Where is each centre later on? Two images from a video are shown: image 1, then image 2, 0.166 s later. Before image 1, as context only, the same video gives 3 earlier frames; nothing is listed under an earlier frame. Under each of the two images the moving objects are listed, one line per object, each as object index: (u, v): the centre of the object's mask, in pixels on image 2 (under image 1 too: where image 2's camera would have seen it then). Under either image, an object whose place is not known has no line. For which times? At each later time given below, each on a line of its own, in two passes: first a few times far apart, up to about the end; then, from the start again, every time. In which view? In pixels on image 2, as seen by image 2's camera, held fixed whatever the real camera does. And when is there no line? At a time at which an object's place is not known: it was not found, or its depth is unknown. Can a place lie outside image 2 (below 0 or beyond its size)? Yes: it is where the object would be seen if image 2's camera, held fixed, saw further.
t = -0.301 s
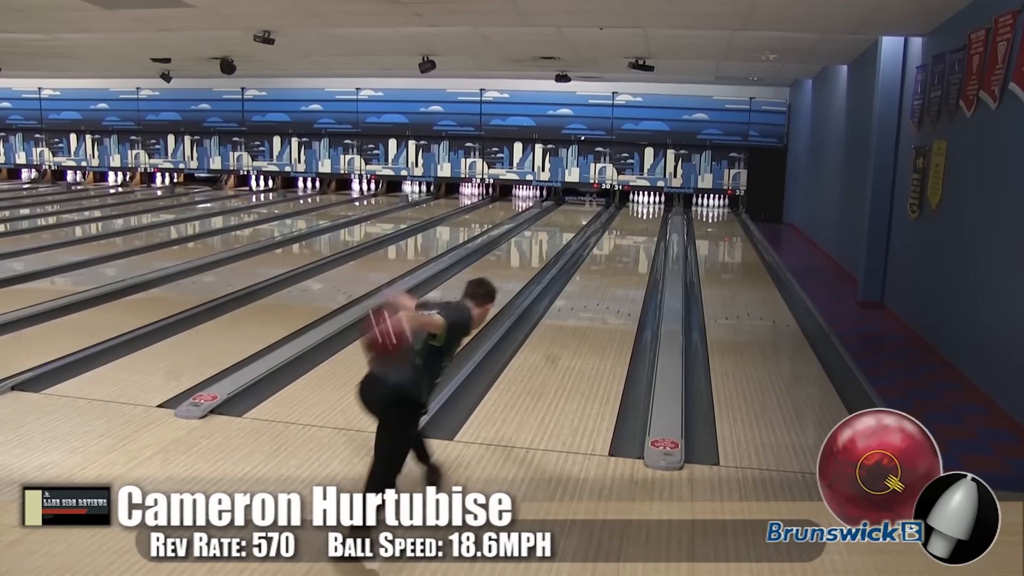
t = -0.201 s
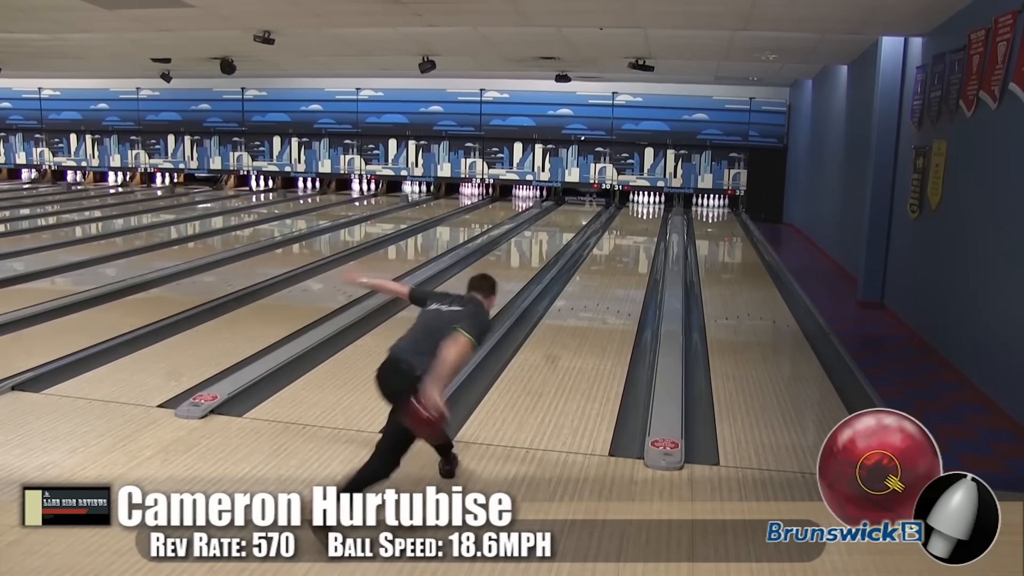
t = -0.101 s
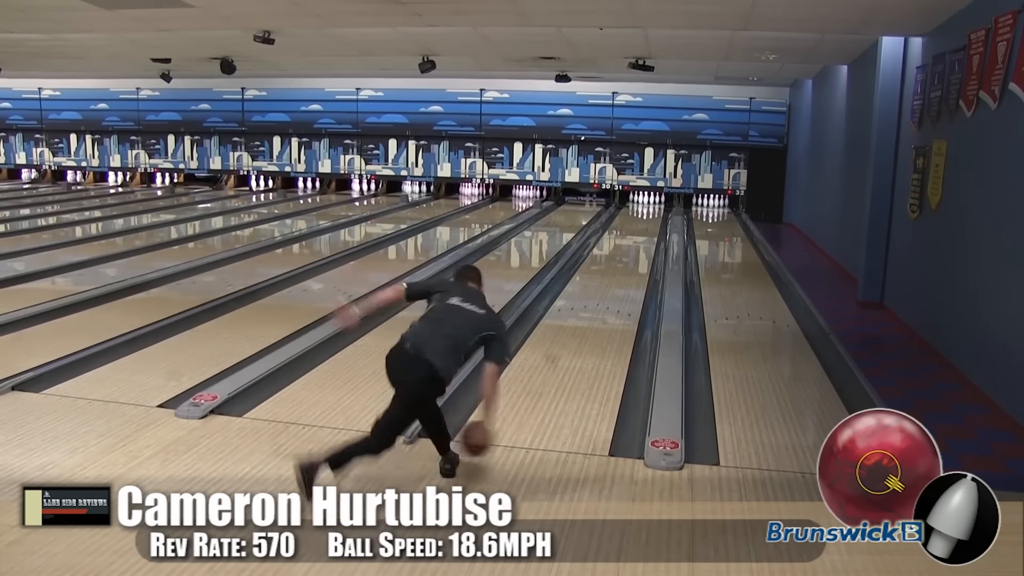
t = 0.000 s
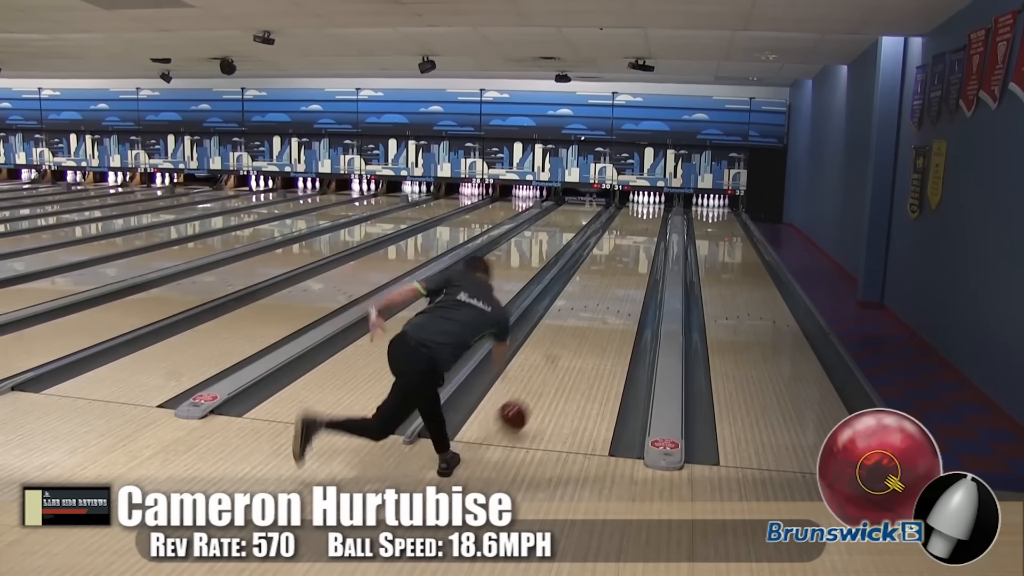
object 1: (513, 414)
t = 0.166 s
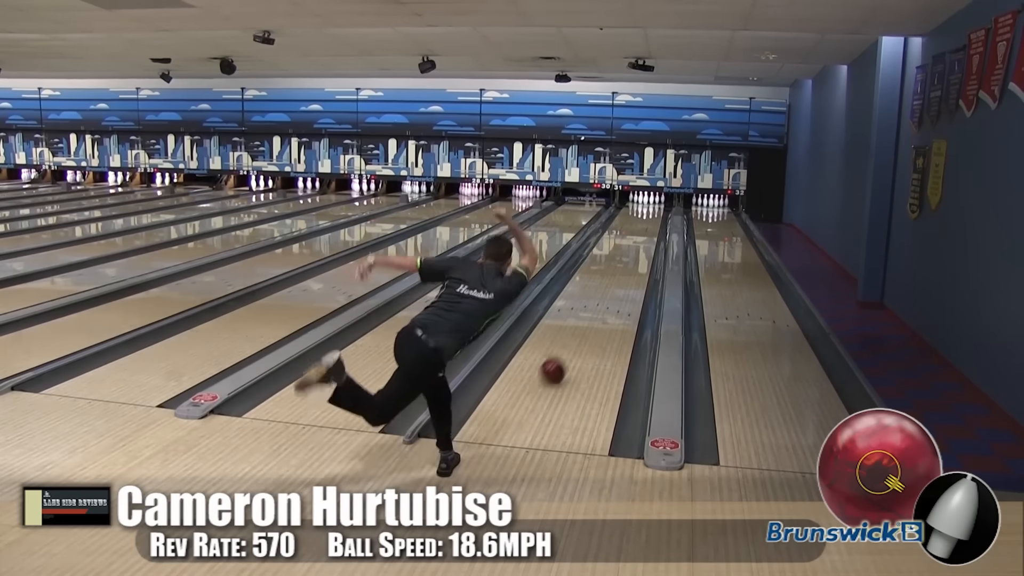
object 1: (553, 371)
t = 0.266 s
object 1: (571, 347)
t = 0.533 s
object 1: (604, 303)
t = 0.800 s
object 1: (625, 273)
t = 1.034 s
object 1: (637, 254)
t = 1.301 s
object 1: (647, 238)
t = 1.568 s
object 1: (654, 226)
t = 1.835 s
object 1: (656, 216)
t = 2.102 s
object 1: (654, 209)
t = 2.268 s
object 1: (652, 204)
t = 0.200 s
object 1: (559, 363)
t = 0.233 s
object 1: (565, 355)
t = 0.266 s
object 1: (571, 347)
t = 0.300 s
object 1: (576, 341)
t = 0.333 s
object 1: (581, 334)
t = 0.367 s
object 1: (585, 328)
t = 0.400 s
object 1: (590, 322)
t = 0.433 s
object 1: (594, 317)
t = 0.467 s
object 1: (597, 312)
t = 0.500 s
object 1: (601, 307)
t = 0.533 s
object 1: (604, 303)
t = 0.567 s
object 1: (607, 299)
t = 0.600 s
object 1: (610, 294)
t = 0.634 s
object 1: (613, 290)
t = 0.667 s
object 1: (615, 286)
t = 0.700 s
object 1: (618, 282)
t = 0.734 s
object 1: (620, 279)
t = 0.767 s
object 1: (623, 276)
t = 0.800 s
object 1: (625, 273)
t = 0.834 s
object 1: (627, 270)
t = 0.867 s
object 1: (629, 267)
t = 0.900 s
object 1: (631, 264)
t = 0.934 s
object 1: (632, 262)
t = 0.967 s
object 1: (634, 259)
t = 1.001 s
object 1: (636, 257)
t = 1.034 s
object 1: (637, 254)
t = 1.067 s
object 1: (639, 252)
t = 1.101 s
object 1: (640, 250)
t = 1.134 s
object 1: (642, 248)
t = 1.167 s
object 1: (643, 246)
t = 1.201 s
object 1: (644, 244)
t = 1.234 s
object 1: (645, 242)
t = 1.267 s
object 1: (646, 240)
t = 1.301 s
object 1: (647, 238)
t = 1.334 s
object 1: (648, 237)
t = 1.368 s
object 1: (649, 235)
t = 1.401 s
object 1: (651, 233)
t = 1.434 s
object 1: (651, 232)
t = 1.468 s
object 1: (652, 230)
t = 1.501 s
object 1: (652, 229)
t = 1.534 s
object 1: (653, 228)
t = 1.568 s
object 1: (654, 226)
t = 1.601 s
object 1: (654, 225)
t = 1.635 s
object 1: (655, 223)
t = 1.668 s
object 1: (655, 222)
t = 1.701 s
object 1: (656, 221)
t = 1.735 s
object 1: (656, 220)
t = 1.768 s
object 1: (656, 219)
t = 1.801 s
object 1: (656, 217)
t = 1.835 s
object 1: (656, 216)
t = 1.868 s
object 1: (656, 215)
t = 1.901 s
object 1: (656, 214)
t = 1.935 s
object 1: (657, 213)
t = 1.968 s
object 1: (656, 212)
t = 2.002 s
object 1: (656, 211)
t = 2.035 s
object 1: (656, 211)
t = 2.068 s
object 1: (655, 210)
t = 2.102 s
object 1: (654, 209)
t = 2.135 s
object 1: (654, 208)
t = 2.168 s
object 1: (653, 207)
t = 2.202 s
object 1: (652, 206)
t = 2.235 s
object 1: (652, 205)
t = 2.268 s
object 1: (652, 204)
